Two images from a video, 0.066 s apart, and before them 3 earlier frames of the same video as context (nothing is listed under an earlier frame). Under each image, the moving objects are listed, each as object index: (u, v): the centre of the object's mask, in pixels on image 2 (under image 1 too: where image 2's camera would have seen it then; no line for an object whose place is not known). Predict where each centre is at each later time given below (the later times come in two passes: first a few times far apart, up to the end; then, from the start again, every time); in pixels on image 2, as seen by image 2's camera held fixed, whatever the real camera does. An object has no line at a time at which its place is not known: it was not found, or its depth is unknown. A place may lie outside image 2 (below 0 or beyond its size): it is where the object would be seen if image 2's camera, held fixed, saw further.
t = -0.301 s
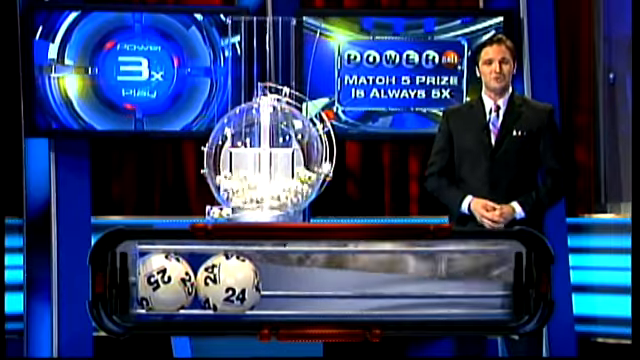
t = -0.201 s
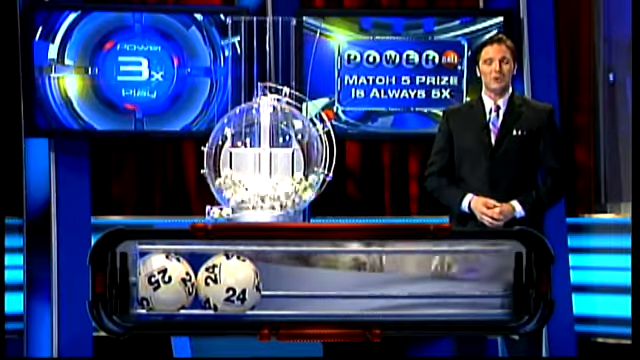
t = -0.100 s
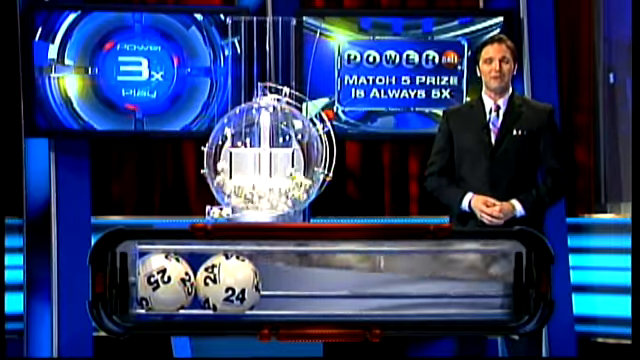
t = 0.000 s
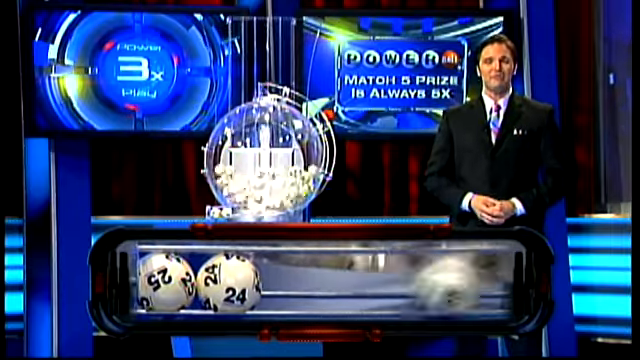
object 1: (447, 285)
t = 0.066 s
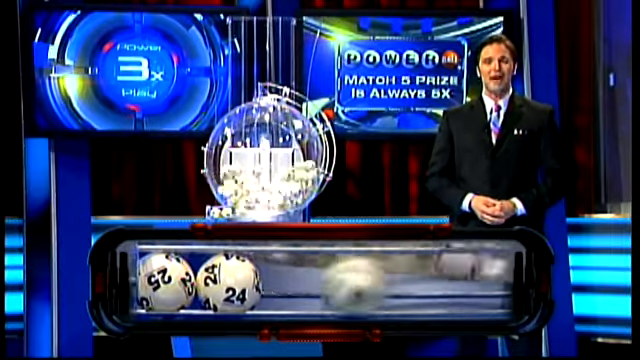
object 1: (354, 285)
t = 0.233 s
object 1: (302, 285)
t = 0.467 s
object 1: (294, 285)
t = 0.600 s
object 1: (294, 285)
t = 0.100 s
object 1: (307, 284)
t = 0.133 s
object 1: (293, 284)
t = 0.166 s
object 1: (296, 284)
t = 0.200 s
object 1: (303, 285)
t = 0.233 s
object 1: (302, 285)
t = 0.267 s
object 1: (299, 285)
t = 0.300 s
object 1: (296, 285)
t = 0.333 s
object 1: (294, 285)
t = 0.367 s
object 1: (293, 285)
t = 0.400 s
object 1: (294, 285)
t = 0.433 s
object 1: (294, 285)
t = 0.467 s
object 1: (294, 285)
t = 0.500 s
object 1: (294, 285)
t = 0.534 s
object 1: (294, 285)
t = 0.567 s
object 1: (294, 285)
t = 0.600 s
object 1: (294, 285)
